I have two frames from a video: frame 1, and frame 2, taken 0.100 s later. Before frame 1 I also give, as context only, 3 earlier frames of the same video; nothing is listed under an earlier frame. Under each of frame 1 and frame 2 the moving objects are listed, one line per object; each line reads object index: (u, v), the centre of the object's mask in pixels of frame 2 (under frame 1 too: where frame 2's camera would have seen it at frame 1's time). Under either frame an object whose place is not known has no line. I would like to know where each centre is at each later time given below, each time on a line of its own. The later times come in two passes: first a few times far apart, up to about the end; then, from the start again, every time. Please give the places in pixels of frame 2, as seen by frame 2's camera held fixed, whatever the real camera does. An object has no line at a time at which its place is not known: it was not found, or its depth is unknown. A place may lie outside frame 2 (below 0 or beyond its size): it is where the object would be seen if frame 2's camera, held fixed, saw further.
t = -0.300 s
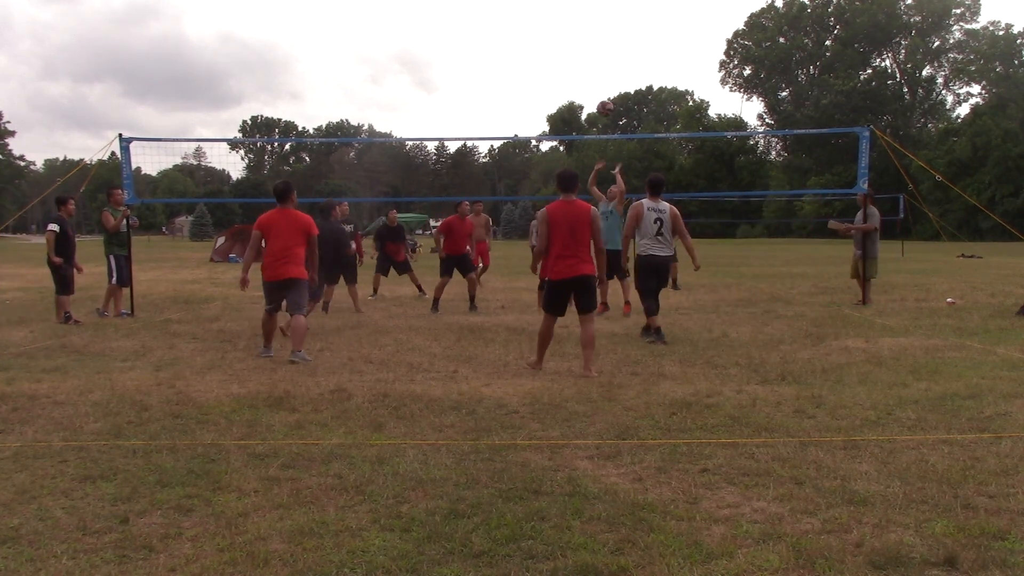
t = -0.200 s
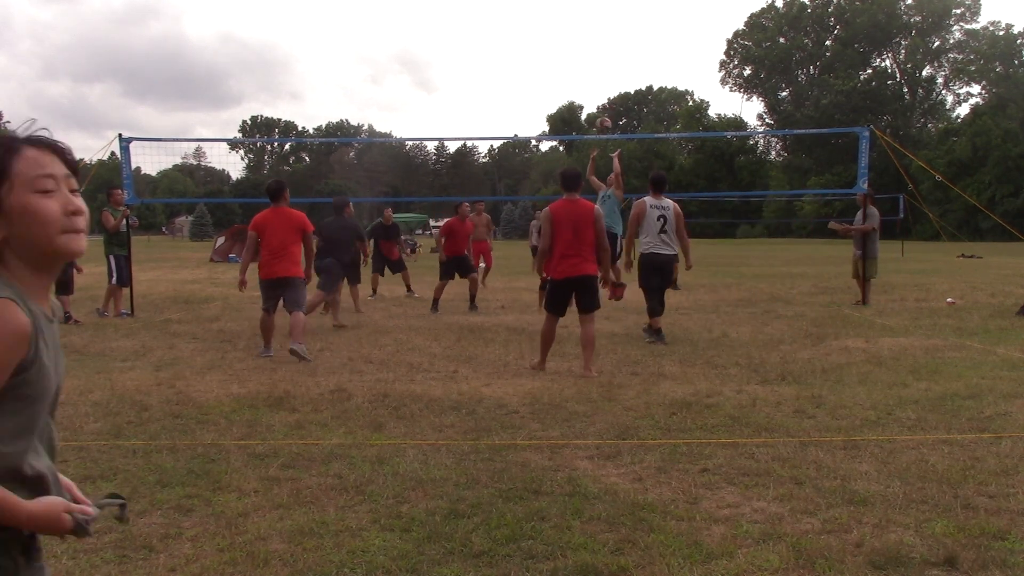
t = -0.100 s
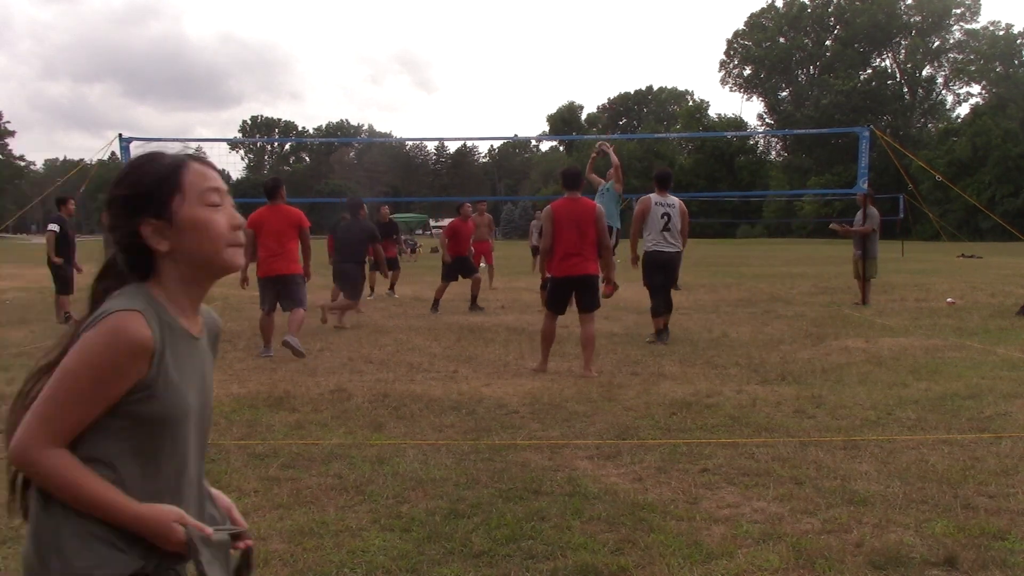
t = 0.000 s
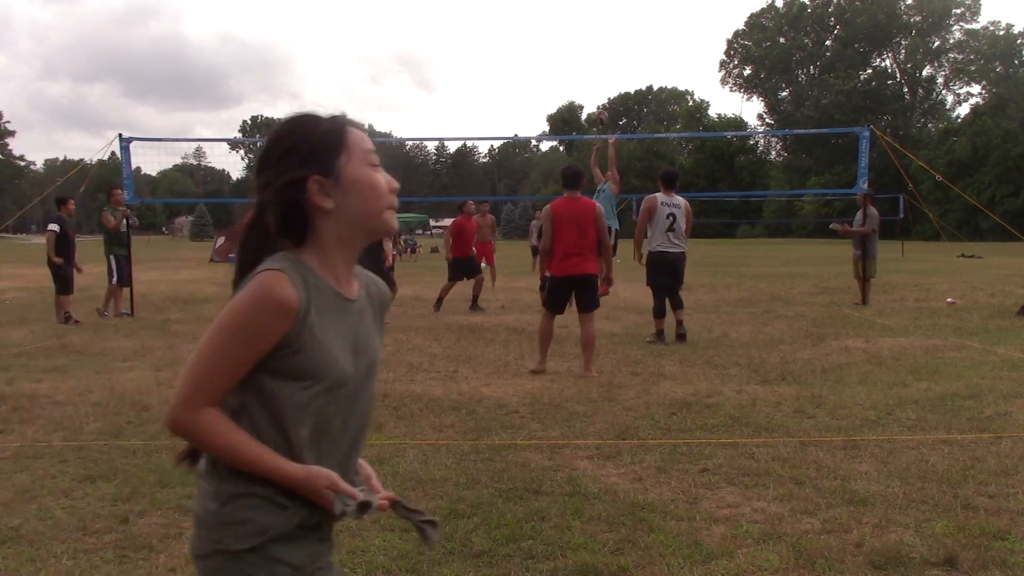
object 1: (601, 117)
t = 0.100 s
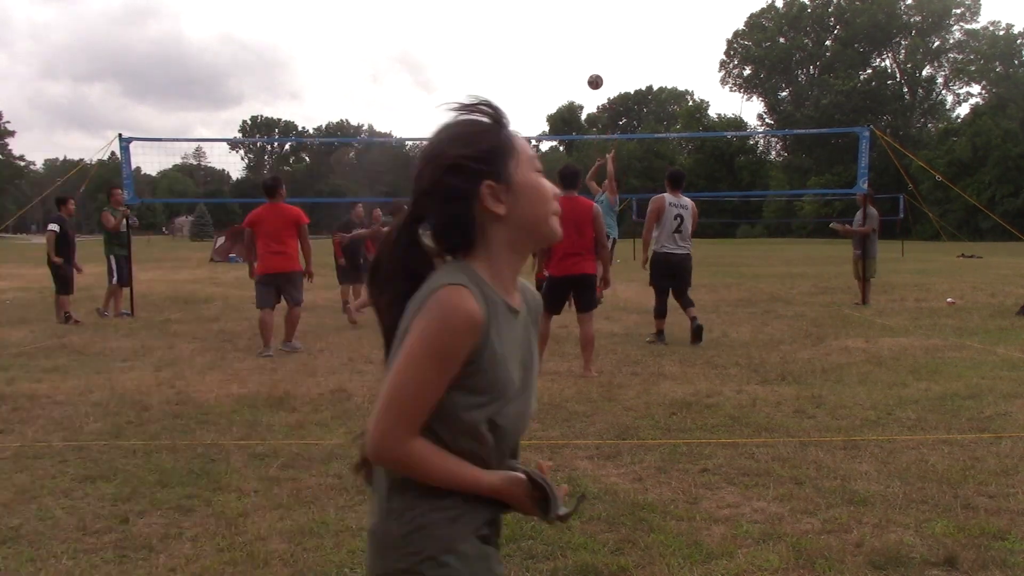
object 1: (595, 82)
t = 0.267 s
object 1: (588, 39)
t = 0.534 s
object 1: (578, 15)
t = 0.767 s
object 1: (571, 39)
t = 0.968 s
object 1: (565, 92)
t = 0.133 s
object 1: (594, 71)
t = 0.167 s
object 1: (592, 62)
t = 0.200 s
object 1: (591, 53)
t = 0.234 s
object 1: (590, 46)
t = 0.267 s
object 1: (588, 39)
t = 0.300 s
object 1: (587, 33)
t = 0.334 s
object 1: (585, 28)
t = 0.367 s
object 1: (584, 24)
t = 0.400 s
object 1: (583, 20)
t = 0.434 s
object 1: (582, 18)
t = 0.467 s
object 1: (581, 16)
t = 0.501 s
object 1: (579, 15)
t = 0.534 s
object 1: (578, 15)
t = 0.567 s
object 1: (577, 16)
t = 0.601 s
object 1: (576, 17)
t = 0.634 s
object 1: (575, 20)
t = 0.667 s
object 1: (574, 23)
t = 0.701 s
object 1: (573, 28)
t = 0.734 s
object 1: (572, 33)
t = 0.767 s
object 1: (571, 39)
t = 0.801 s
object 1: (570, 45)
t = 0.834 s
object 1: (569, 53)
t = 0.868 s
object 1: (568, 62)
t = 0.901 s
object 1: (567, 71)
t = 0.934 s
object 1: (566, 81)
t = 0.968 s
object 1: (565, 92)
